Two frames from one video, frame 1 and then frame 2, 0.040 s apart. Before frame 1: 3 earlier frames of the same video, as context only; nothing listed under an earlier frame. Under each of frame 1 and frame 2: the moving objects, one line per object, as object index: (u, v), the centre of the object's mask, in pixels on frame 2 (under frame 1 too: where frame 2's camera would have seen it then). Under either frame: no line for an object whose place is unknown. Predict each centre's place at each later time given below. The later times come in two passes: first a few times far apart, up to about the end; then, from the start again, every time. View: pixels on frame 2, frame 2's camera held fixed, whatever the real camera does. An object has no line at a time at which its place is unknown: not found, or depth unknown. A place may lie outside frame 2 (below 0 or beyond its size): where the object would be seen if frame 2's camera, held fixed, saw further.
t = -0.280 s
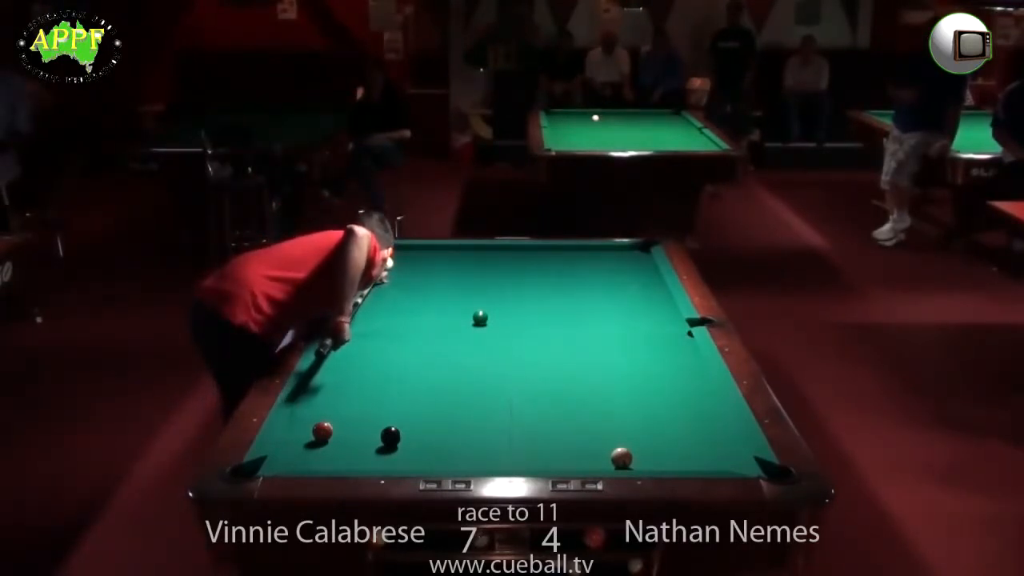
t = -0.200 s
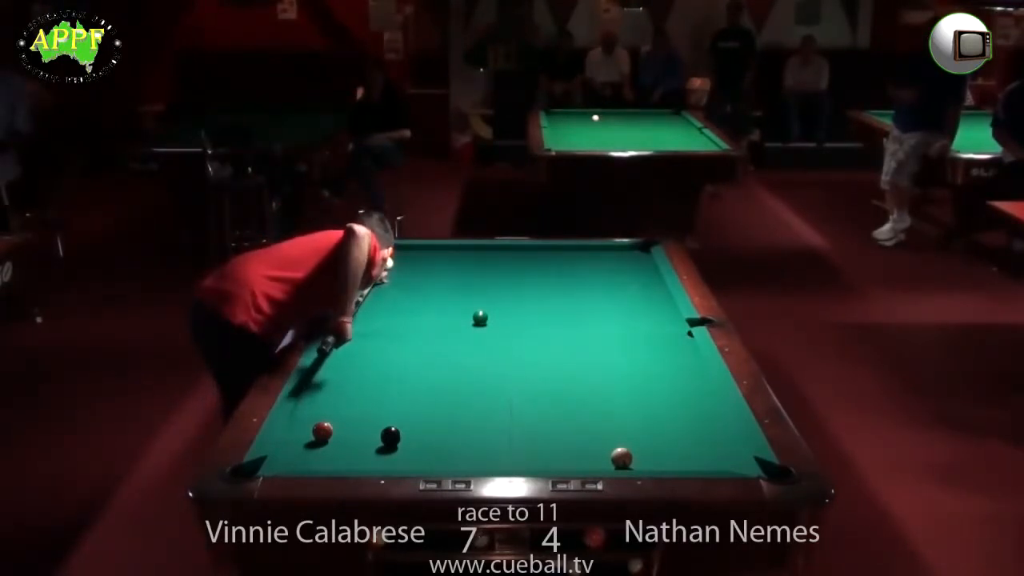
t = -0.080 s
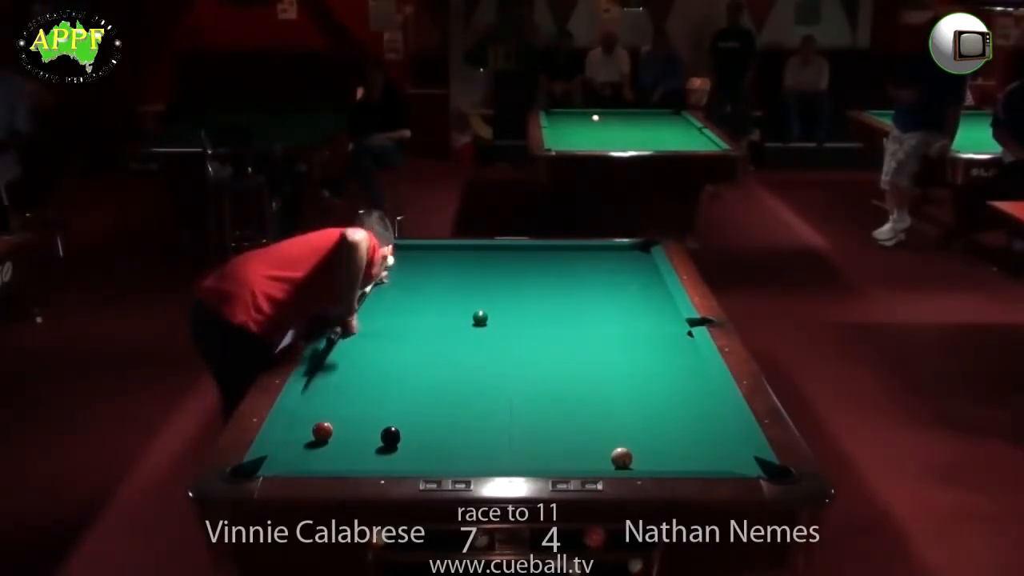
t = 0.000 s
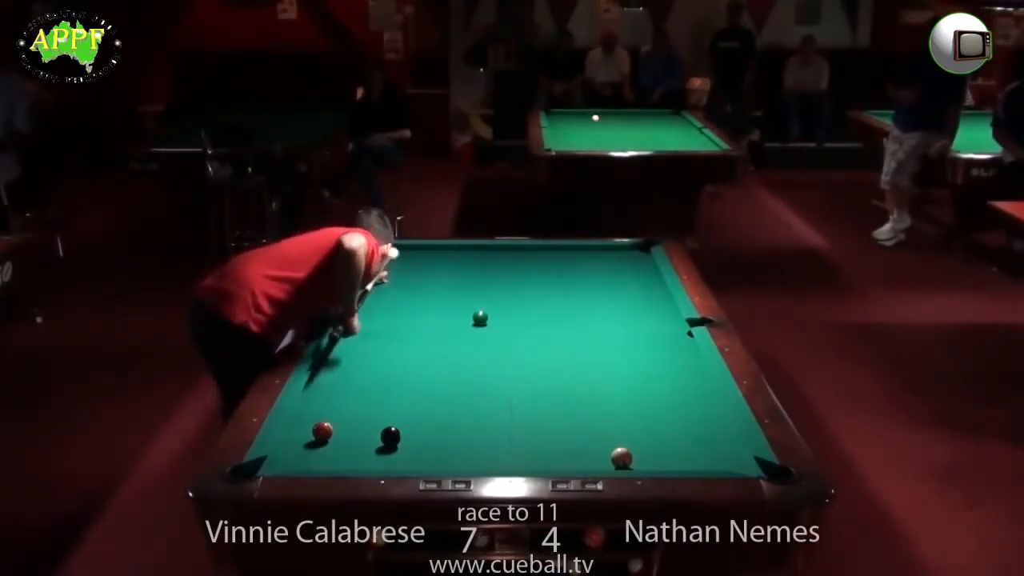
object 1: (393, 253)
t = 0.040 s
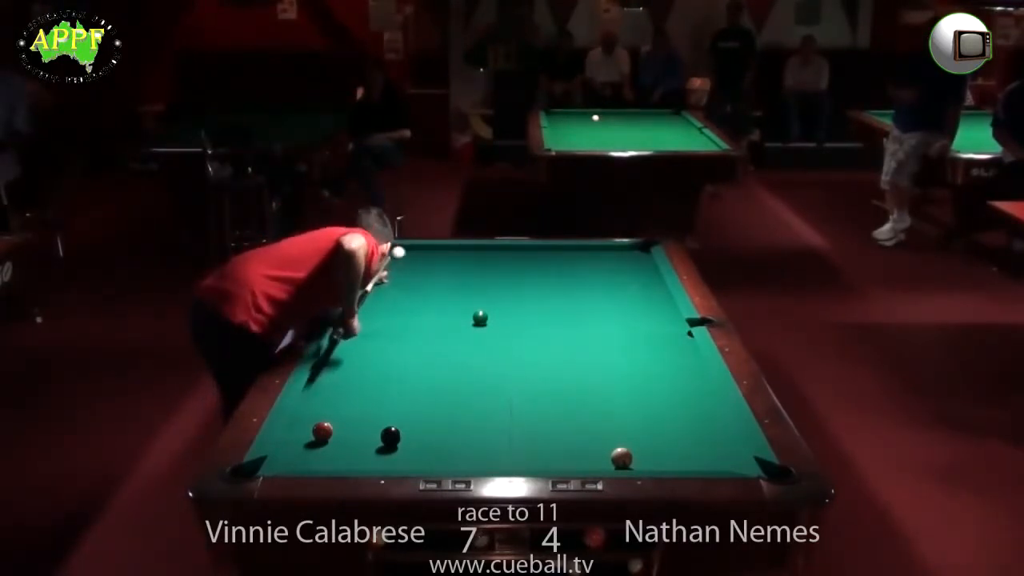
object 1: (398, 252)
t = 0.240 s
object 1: (425, 247)
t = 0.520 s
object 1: (455, 250)
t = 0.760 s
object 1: (480, 255)
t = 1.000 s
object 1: (506, 259)
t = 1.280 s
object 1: (535, 264)
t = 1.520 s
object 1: (560, 267)
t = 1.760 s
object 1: (584, 271)
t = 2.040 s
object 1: (612, 275)
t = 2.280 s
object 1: (635, 279)
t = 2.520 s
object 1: (658, 282)
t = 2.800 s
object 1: (648, 285)
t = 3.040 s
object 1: (638, 287)
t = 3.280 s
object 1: (629, 289)
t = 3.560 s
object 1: (620, 291)
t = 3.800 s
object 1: (613, 293)
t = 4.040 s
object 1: (606, 294)
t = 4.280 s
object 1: (601, 295)
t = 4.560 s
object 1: (595, 297)
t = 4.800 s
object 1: (592, 297)
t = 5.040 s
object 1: (589, 298)
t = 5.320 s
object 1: (587, 298)
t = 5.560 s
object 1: (586, 299)
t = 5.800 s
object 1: (586, 299)
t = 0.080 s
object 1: (404, 251)
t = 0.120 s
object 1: (410, 250)
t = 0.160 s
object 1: (415, 250)
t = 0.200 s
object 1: (420, 248)
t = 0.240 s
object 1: (425, 247)
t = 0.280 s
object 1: (429, 247)
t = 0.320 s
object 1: (434, 247)
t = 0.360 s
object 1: (438, 248)
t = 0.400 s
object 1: (442, 249)
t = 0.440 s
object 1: (446, 249)
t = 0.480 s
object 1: (451, 250)
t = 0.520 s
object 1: (455, 250)
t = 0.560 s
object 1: (459, 251)
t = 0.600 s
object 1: (463, 252)
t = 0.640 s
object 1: (468, 253)
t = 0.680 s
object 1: (472, 253)
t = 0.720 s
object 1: (476, 254)
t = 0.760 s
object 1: (480, 255)
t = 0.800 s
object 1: (484, 255)
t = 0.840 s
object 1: (489, 256)
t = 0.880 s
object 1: (493, 257)
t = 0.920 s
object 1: (497, 257)
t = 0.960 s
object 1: (501, 258)
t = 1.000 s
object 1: (506, 259)
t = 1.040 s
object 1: (510, 260)
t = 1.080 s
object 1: (514, 260)
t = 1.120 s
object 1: (518, 261)
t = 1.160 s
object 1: (523, 262)
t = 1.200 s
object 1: (527, 262)
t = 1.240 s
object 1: (531, 263)
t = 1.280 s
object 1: (535, 264)
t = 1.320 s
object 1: (539, 264)
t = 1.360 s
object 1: (543, 265)
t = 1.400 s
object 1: (547, 266)
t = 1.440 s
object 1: (551, 266)
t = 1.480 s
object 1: (556, 267)
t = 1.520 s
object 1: (560, 267)
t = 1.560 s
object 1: (564, 268)
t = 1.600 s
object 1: (568, 269)
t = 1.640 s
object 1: (572, 269)
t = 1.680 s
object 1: (576, 270)
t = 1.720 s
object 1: (580, 271)
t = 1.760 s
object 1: (584, 271)
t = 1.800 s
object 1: (588, 272)
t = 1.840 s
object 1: (592, 272)
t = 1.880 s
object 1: (596, 273)
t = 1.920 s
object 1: (600, 273)
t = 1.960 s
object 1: (604, 274)
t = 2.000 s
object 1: (608, 275)
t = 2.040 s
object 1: (612, 275)
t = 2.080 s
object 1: (616, 276)
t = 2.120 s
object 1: (620, 276)
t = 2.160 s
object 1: (624, 277)
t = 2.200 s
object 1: (628, 277)
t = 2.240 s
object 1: (632, 278)
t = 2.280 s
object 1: (635, 279)
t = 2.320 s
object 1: (639, 279)
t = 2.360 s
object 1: (643, 280)
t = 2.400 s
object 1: (647, 280)
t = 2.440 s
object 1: (651, 281)
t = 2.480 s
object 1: (654, 281)
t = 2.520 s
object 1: (658, 282)
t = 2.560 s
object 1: (658, 282)
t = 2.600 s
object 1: (656, 283)
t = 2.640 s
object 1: (654, 283)
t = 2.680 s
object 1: (652, 284)
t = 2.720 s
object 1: (651, 284)
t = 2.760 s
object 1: (649, 284)
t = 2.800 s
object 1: (648, 285)
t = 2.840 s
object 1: (646, 285)
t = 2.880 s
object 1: (644, 286)
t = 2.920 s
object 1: (643, 286)
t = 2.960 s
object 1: (641, 286)
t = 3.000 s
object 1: (639, 287)
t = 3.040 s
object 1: (638, 287)
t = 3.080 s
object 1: (637, 288)
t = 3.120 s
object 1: (635, 288)
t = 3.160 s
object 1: (633, 288)
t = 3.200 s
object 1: (632, 289)
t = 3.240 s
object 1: (631, 289)
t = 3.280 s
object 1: (629, 289)
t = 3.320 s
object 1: (628, 289)
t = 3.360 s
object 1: (626, 290)
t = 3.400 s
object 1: (625, 290)
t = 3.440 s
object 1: (624, 290)
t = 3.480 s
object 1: (622, 291)
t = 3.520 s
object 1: (621, 291)
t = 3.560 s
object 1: (620, 291)
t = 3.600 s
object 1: (618, 292)
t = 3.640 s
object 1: (617, 292)
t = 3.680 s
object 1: (616, 292)
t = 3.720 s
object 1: (615, 292)
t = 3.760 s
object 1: (614, 293)
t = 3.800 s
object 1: (613, 293)
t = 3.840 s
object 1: (612, 293)
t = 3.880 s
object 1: (610, 293)
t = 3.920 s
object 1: (609, 294)
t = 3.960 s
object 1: (608, 294)
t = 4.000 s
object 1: (607, 294)
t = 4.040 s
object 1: (606, 294)
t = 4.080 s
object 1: (605, 294)
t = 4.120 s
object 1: (604, 295)
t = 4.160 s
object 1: (604, 295)
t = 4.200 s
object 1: (603, 295)
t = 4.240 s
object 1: (602, 295)
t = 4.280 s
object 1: (601, 295)
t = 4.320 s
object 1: (600, 295)
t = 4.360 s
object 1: (599, 296)
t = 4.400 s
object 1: (598, 296)
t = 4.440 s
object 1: (597, 296)
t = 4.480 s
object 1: (597, 296)
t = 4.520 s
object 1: (596, 296)
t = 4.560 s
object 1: (595, 297)
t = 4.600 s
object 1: (594, 297)
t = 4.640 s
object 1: (594, 297)
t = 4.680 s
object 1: (593, 297)
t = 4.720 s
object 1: (593, 297)
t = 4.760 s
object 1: (592, 297)
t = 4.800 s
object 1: (592, 297)
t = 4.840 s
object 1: (591, 298)
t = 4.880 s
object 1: (591, 298)
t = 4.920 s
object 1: (590, 298)
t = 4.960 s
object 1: (590, 298)
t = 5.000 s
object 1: (589, 298)
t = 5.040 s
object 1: (589, 298)
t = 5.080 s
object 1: (588, 298)
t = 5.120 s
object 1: (588, 298)
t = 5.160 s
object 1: (588, 298)
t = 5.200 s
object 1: (587, 298)
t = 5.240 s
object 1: (587, 298)
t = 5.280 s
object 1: (587, 298)
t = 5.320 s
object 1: (587, 298)
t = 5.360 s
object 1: (587, 298)
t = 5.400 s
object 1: (587, 299)
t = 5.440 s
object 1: (586, 299)
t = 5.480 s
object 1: (586, 299)
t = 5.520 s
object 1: (586, 299)
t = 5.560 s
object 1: (586, 299)
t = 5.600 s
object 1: (586, 299)
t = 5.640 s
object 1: (586, 299)
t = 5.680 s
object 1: (586, 299)
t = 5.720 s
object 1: (586, 299)
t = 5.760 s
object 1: (586, 299)
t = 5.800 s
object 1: (586, 299)
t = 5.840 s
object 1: (586, 299)
